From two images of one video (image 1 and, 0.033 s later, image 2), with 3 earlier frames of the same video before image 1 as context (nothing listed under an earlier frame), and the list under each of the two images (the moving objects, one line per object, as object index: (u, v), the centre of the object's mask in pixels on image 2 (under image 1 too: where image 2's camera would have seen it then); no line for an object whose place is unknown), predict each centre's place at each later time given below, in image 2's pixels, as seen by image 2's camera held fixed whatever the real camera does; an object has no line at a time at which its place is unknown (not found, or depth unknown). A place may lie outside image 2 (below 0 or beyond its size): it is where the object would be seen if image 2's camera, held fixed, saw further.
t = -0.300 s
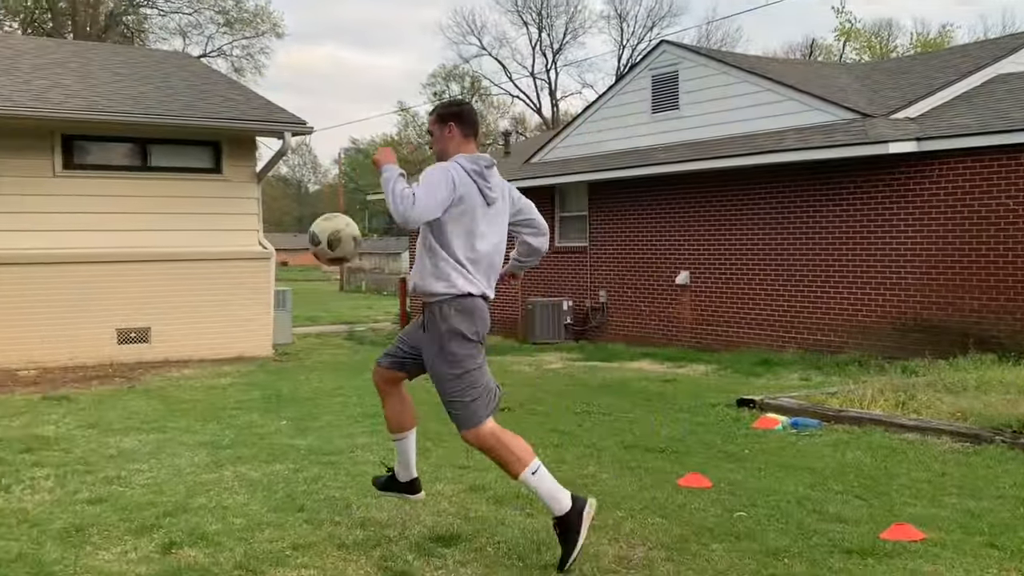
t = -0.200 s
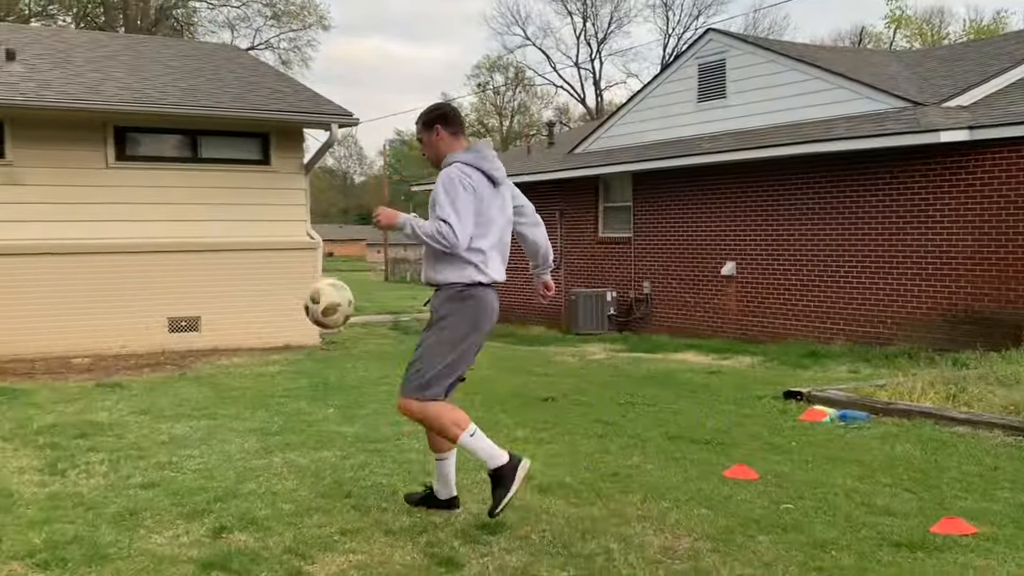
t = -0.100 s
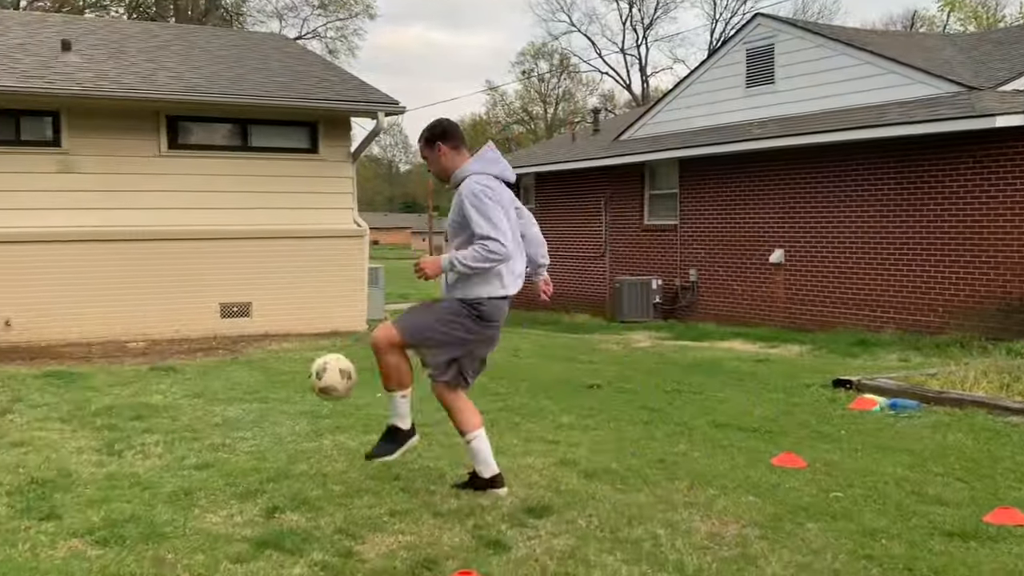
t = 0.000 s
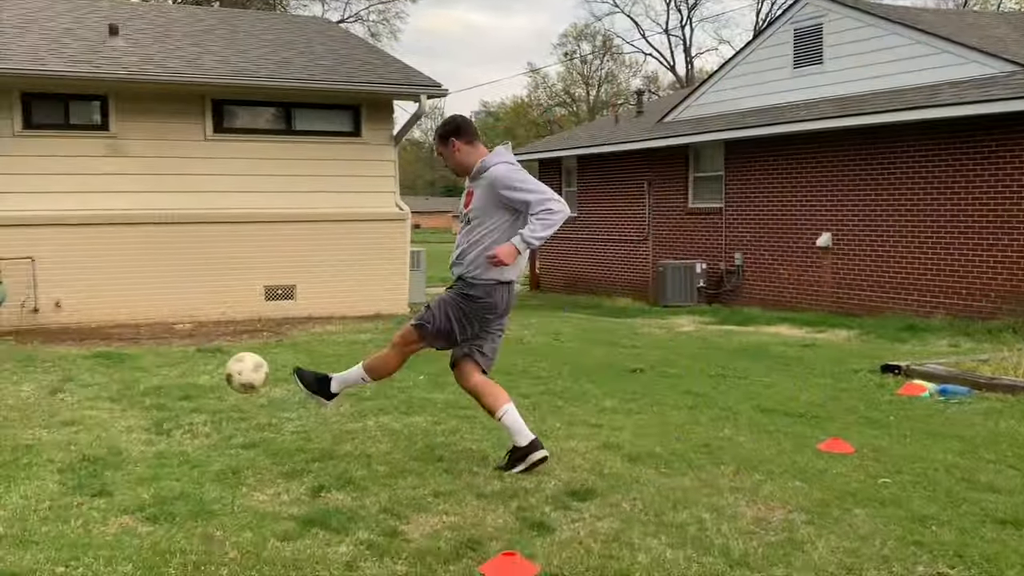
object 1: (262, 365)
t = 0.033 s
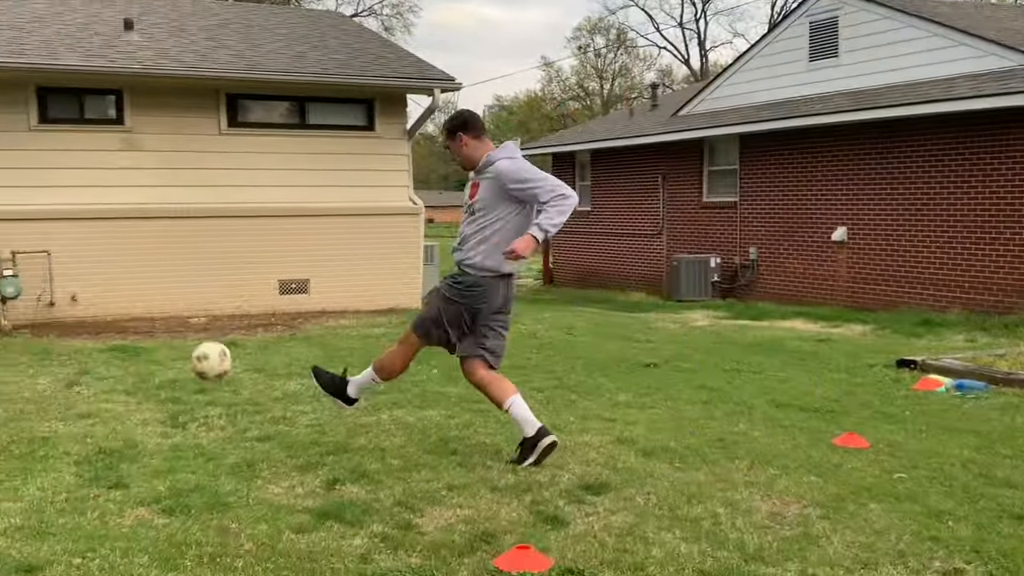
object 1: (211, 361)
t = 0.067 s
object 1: (166, 358)
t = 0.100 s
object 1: (126, 358)
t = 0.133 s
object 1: (90, 360)
